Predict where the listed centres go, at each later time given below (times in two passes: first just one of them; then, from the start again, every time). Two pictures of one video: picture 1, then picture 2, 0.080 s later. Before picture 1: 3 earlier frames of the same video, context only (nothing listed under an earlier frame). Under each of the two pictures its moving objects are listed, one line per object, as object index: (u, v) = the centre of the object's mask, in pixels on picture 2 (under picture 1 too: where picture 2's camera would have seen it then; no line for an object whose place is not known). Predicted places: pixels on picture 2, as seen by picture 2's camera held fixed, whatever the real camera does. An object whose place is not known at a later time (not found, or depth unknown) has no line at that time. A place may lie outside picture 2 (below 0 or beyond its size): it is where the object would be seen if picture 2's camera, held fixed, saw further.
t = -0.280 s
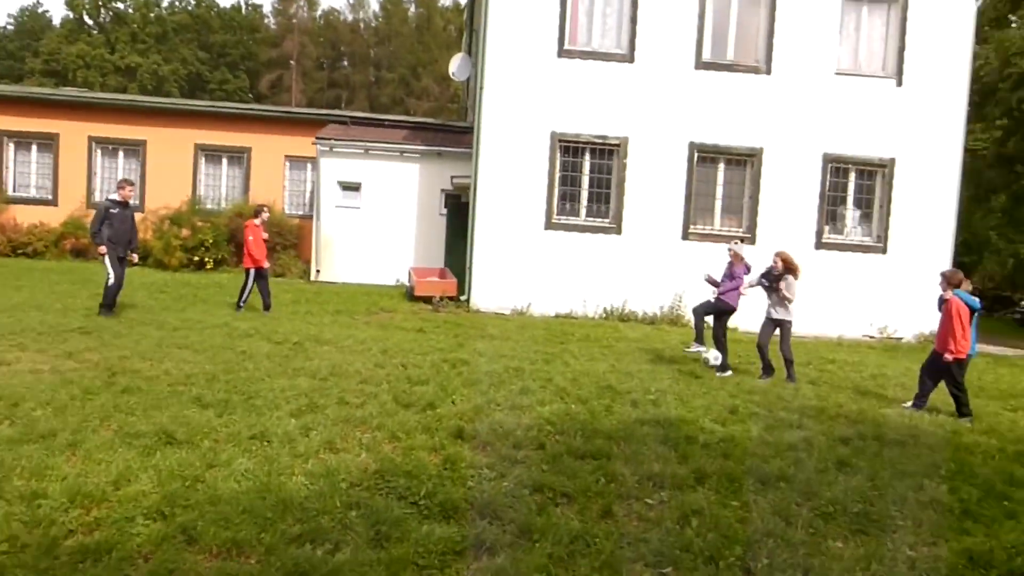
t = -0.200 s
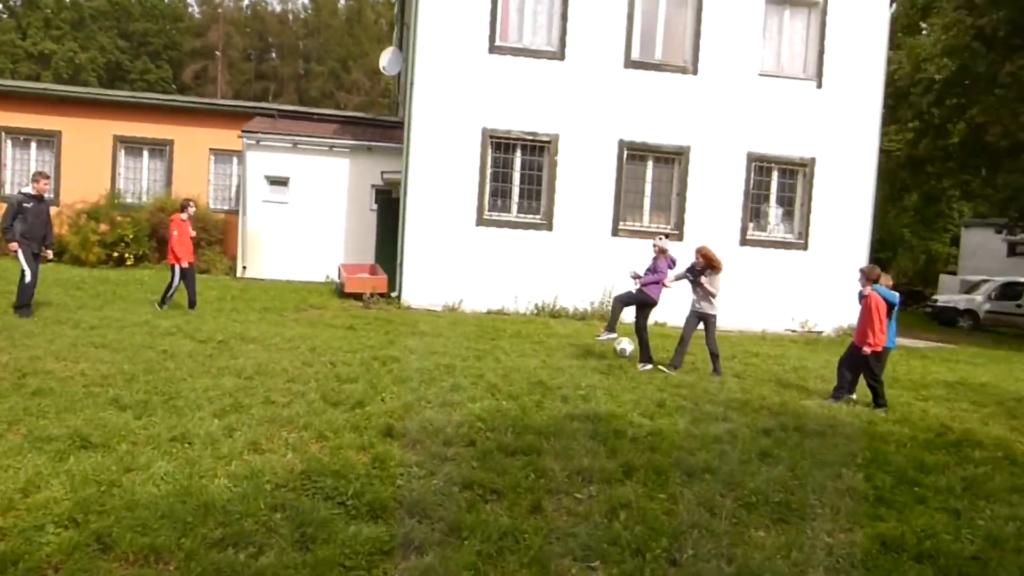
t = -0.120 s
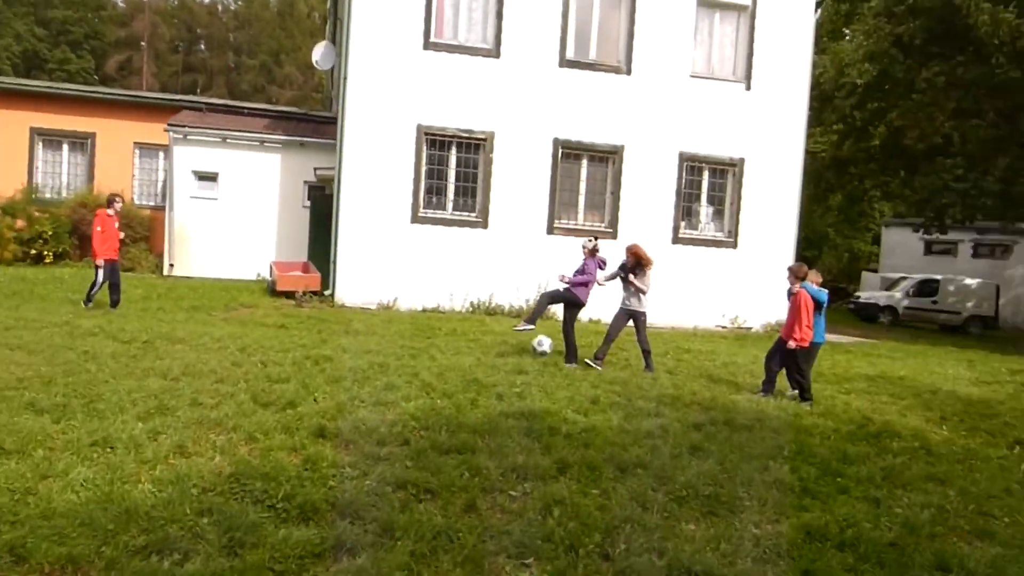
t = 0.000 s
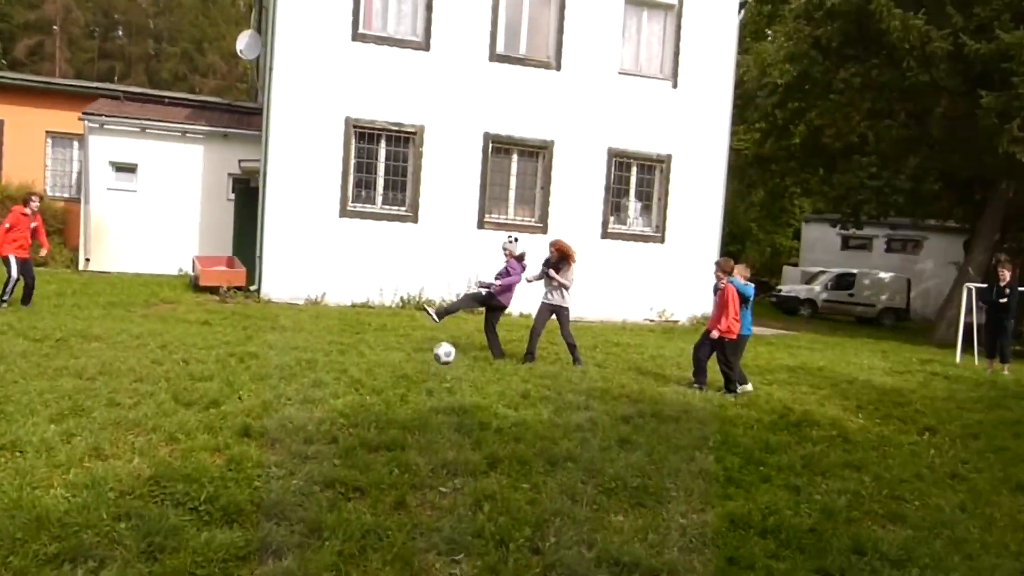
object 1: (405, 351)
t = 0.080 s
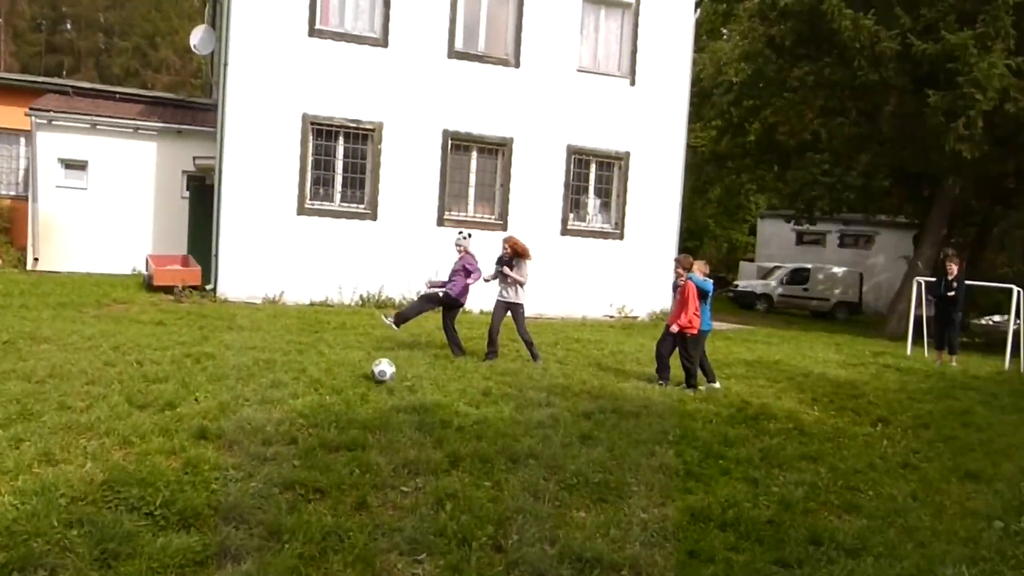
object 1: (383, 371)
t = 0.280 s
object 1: (332, 367)
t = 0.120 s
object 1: (374, 379)
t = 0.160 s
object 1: (363, 376)
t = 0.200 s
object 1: (353, 370)
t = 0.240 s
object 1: (342, 368)
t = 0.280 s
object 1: (332, 367)
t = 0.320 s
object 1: (321, 366)
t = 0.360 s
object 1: (308, 369)
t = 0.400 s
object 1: (297, 374)
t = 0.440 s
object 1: (284, 380)
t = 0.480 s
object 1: (270, 390)
